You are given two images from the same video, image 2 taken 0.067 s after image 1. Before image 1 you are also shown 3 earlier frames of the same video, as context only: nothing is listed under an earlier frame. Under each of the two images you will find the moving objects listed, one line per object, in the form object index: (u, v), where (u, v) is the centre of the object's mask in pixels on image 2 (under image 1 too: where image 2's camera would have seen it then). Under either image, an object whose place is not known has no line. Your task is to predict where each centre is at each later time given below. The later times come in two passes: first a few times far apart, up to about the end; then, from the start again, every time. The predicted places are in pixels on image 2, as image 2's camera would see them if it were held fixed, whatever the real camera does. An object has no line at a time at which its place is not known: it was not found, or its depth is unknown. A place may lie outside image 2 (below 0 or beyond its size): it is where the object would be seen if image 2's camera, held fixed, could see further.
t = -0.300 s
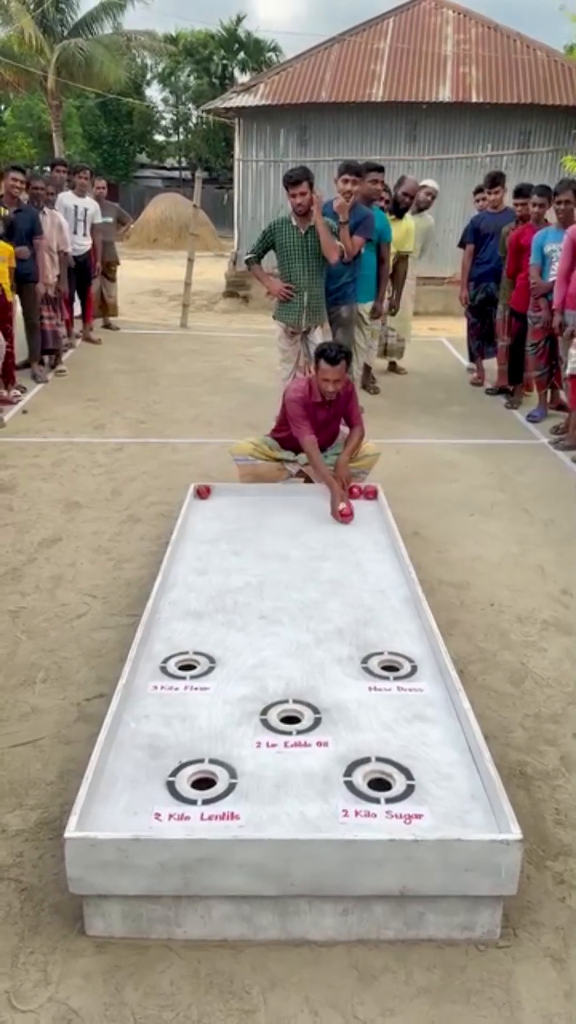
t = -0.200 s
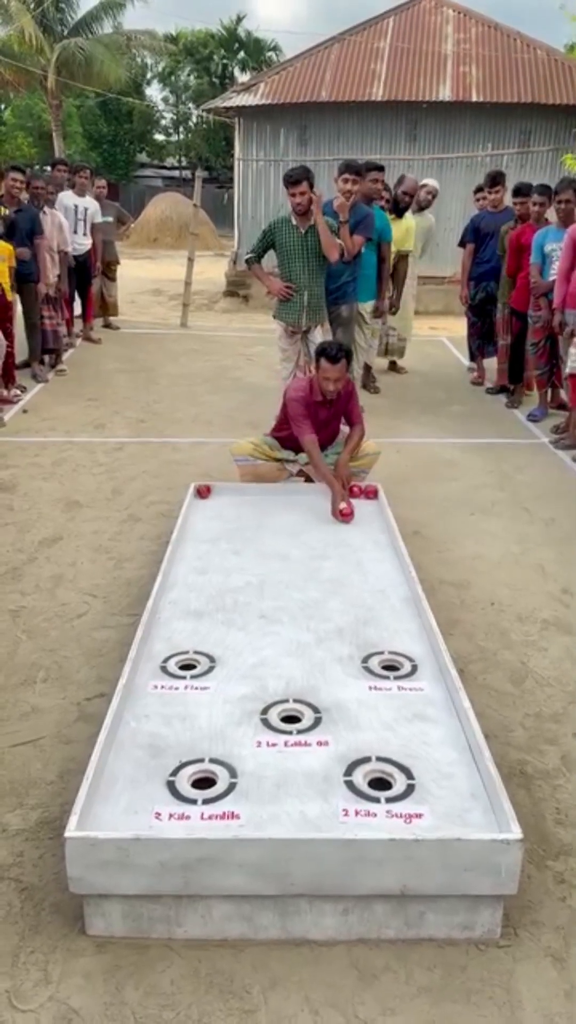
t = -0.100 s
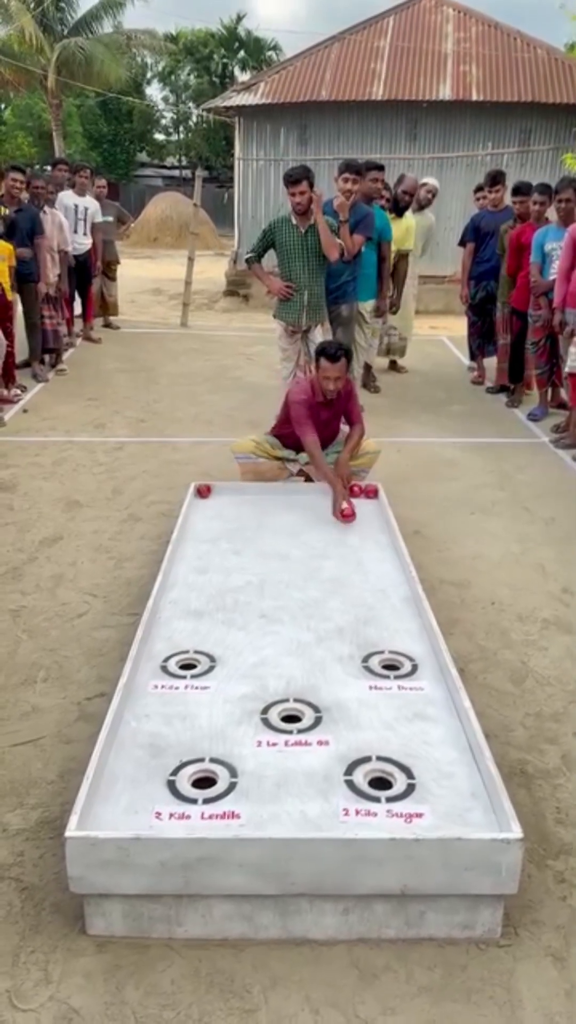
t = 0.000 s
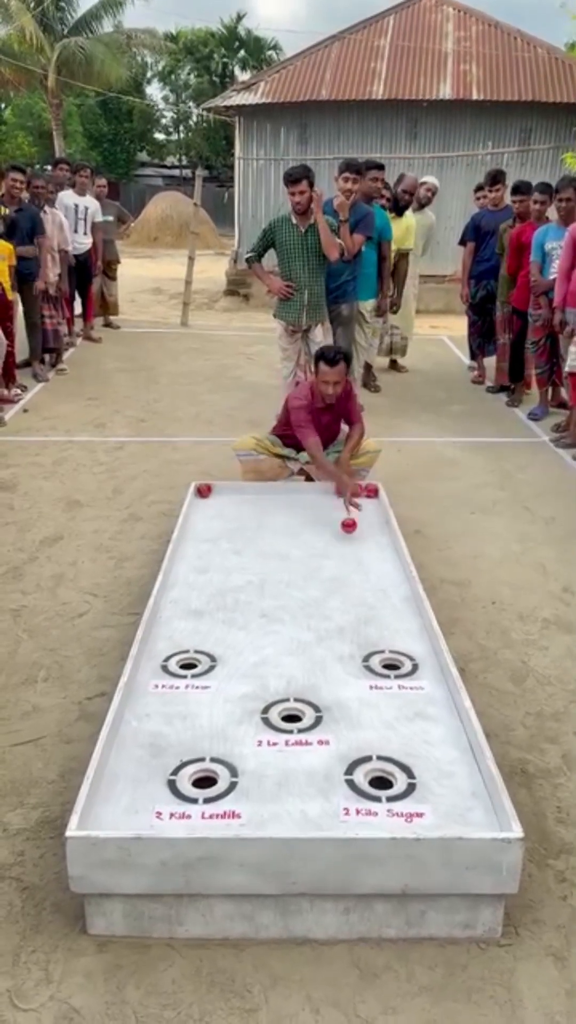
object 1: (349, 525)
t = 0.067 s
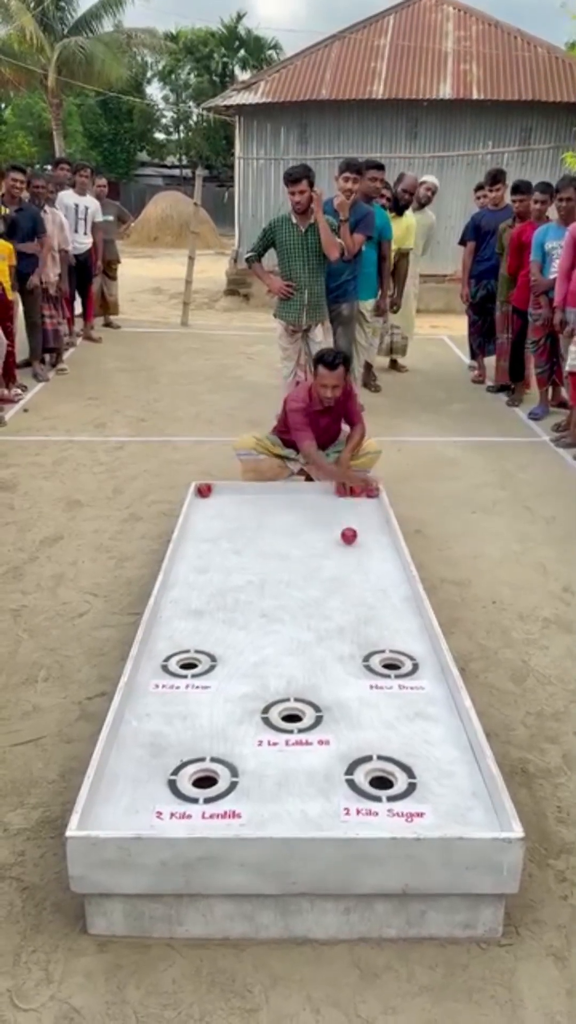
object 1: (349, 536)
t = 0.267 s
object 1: (349, 555)
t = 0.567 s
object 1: (348, 583)
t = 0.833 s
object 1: (345, 608)
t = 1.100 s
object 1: (340, 632)
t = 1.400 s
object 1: (332, 657)
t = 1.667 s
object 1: (322, 678)
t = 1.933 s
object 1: (310, 695)
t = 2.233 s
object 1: (286, 707)
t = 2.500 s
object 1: (284, 691)
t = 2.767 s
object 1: (287, 675)
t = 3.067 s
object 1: (289, 655)
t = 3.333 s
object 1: (290, 637)
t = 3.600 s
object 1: (291, 618)
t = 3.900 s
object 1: (290, 597)
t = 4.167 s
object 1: (289, 579)
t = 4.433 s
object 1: (287, 561)
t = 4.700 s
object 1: (286, 544)
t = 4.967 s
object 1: (284, 528)
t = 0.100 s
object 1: (349, 540)
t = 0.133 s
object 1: (349, 543)
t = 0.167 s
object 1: (349, 546)
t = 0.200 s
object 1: (349, 550)
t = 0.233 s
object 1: (349, 552)
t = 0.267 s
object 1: (349, 555)
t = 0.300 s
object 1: (349, 558)
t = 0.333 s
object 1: (349, 561)
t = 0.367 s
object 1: (349, 565)
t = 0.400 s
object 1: (349, 568)
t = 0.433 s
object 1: (349, 571)
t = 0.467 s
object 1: (349, 574)
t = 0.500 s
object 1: (349, 577)
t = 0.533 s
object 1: (349, 580)
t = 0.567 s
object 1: (348, 583)
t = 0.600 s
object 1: (348, 586)
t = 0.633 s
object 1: (348, 589)
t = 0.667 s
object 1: (347, 592)
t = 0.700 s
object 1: (347, 595)
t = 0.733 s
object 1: (347, 598)
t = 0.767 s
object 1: (346, 602)
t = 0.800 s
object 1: (346, 605)
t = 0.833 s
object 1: (345, 608)
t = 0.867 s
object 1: (345, 611)
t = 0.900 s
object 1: (344, 614)
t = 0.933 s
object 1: (344, 617)
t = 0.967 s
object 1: (343, 620)
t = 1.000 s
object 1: (342, 623)
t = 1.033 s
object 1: (342, 626)
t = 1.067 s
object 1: (341, 629)
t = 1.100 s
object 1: (340, 632)
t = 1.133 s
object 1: (339, 635)
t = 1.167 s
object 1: (339, 638)
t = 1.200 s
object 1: (338, 641)
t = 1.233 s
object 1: (337, 643)
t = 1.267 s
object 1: (336, 646)
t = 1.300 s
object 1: (335, 649)
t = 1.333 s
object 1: (334, 652)
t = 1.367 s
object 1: (333, 655)
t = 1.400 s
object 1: (332, 657)
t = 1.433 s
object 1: (331, 660)
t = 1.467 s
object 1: (330, 663)
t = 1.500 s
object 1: (329, 665)
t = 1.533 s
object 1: (328, 668)
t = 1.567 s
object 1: (326, 670)
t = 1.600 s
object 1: (325, 673)
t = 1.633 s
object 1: (324, 675)
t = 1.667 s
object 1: (322, 678)
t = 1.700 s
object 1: (321, 680)
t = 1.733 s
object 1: (320, 682)
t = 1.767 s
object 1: (318, 685)
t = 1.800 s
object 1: (316, 687)
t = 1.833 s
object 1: (315, 689)
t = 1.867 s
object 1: (313, 692)
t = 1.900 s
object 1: (311, 694)
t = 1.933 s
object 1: (310, 695)
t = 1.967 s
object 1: (308, 697)
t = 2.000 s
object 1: (307, 699)
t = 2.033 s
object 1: (305, 701)
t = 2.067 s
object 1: (303, 703)
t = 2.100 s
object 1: (301, 705)
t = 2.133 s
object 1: (298, 707)
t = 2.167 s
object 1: (294, 709)
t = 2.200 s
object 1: (289, 709)
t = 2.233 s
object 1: (286, 707)
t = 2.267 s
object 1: (284, 704)
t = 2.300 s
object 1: (283, 702)
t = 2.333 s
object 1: (283, 699)
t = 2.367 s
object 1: (283, 698)
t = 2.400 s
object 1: (283, 696)
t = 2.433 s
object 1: (284, 694)
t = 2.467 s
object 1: (284, 692)
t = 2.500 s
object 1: (284, 691)
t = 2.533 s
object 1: (285, 689)
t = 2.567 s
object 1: (285, 687)
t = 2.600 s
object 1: (286, 685)
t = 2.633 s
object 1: (286, 684)
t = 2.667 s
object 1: (286, 681)
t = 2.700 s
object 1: (286, 679)
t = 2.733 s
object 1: (287, 677)
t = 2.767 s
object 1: (287, 675)
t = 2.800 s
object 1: (286, 673)
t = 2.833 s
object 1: (287, 671)
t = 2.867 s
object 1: (287, 669)
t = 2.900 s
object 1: (287, 666)
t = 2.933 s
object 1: (287, 664)
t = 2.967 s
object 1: (288, 662)
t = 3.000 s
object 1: (288, 660)
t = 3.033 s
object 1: (288, 657)
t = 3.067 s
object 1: (289, 655)
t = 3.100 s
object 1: (289, 653)
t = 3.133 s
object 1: (289, 651)
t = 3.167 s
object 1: (290, 649)
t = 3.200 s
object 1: (290, 647)
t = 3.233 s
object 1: (290, 644)
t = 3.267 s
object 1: (290, 642)
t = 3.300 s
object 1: (290, 640)
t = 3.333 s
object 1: (290, 637)
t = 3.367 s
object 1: (290, 635)
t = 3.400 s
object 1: (290, 632)
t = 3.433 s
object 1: (290, 630)
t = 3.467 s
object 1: (290, 628)
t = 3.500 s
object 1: (291, 625)
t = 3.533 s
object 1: (291, 623)
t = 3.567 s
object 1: (291, 621)
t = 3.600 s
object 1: (291, 618)
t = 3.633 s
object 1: (291, 616)
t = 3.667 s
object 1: (291, 614)
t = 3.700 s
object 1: (291, 611)
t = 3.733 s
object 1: (291, 609)
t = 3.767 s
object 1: (291, 607)
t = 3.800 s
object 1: (291, 604)
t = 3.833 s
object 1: (290, 602)
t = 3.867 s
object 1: (290, 600)
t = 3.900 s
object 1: (290, 597)
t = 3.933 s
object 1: (290, 595)
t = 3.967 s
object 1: (290, 593)
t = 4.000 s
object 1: (290, 590)
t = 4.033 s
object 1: (289, 588)
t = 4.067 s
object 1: (290, 586)
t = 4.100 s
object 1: (289, 583)
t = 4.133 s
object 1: (289, 581)
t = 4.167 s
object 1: (289, 579)
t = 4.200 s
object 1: (289, 577)
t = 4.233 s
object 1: (288, 574)
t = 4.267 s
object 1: (288, 572)
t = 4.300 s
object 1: (288, 570)
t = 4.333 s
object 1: (288, 568)
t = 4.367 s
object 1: (288, 566)
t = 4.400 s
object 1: (287, 564)
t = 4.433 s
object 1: (287, 561)
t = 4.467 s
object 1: (287, 559)
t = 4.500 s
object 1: (287, 557)
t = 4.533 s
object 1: (287, 555)
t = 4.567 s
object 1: (286, 553)
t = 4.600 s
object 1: (286, 550)
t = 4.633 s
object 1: (286, 548)
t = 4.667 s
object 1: (286, 546)
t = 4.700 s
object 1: (286, 544)
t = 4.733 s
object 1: (285, 542)
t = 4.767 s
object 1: (285, 540)
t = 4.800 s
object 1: (285, 538)
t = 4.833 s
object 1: (285, 536)
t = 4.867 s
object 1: (285, 534)
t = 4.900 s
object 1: (285, 532)
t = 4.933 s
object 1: (284, 530)
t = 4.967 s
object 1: (284, 528)
